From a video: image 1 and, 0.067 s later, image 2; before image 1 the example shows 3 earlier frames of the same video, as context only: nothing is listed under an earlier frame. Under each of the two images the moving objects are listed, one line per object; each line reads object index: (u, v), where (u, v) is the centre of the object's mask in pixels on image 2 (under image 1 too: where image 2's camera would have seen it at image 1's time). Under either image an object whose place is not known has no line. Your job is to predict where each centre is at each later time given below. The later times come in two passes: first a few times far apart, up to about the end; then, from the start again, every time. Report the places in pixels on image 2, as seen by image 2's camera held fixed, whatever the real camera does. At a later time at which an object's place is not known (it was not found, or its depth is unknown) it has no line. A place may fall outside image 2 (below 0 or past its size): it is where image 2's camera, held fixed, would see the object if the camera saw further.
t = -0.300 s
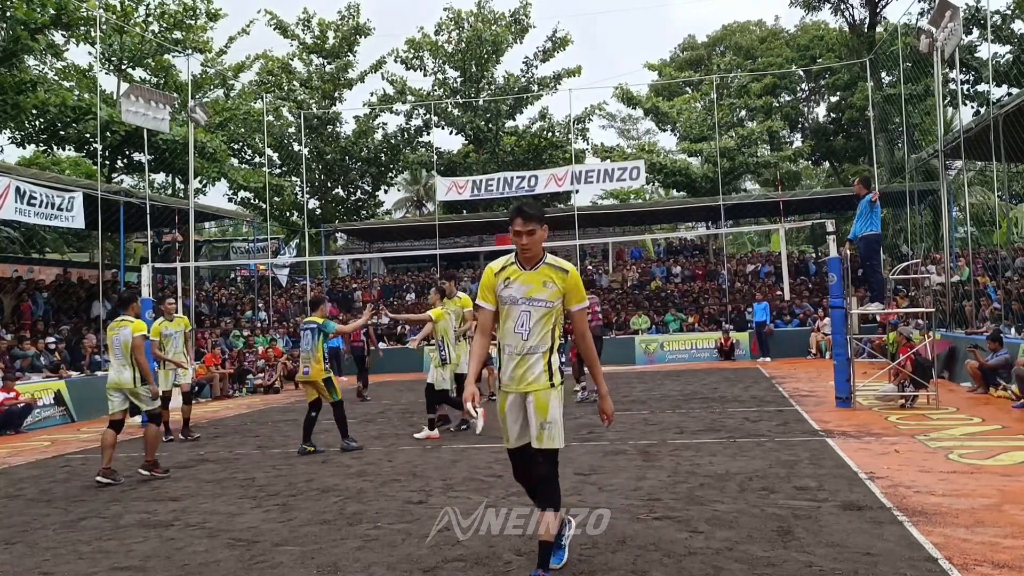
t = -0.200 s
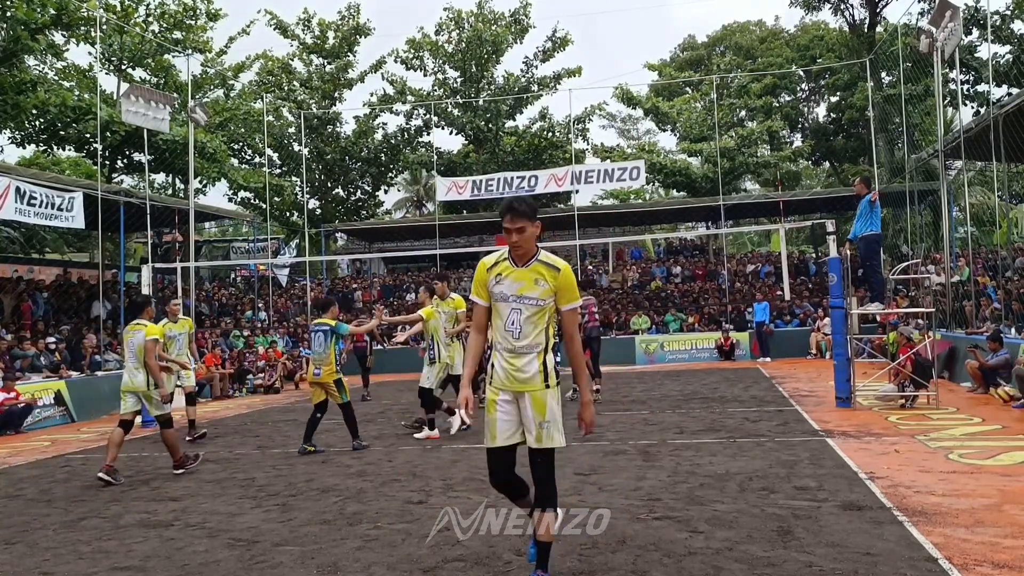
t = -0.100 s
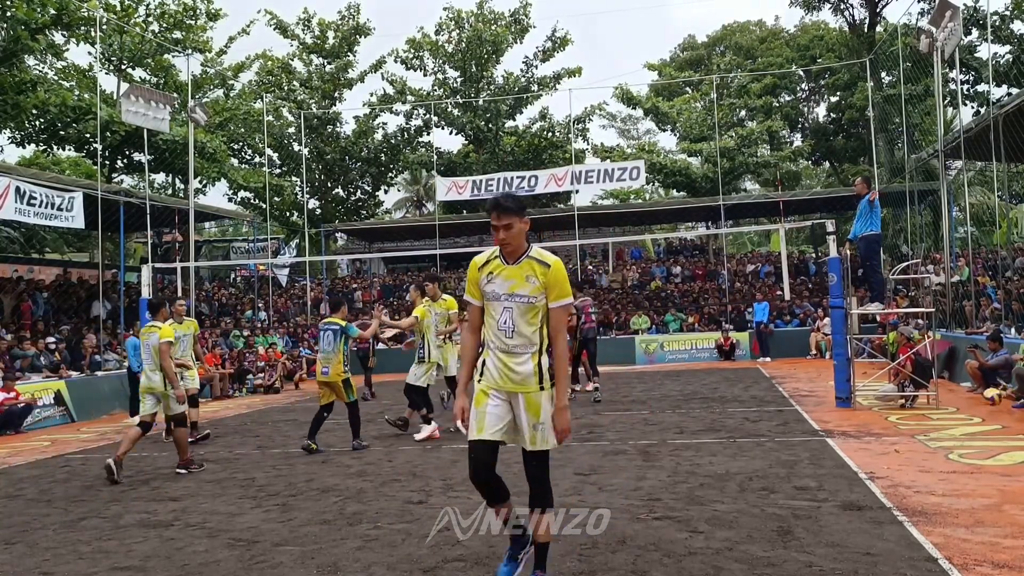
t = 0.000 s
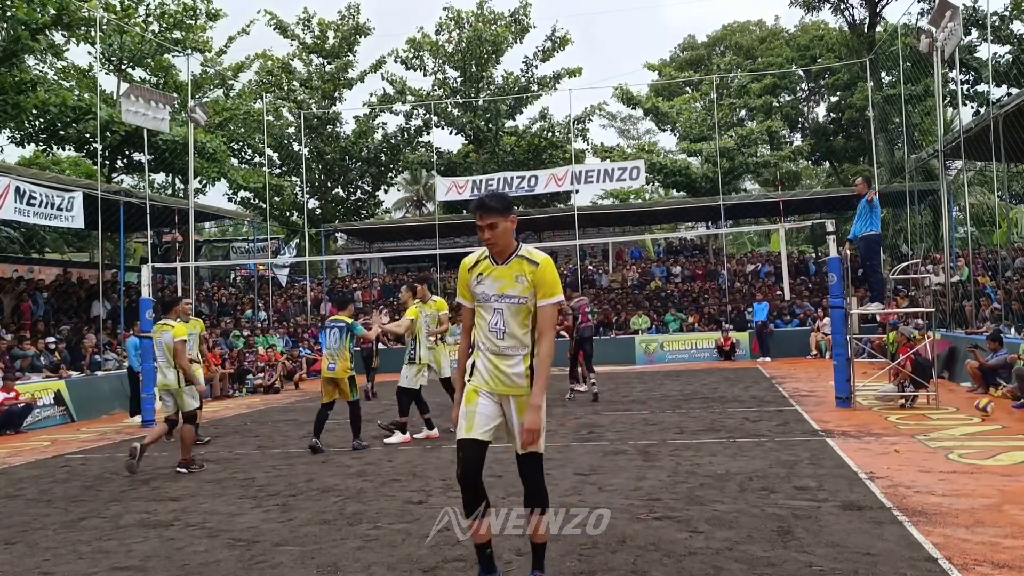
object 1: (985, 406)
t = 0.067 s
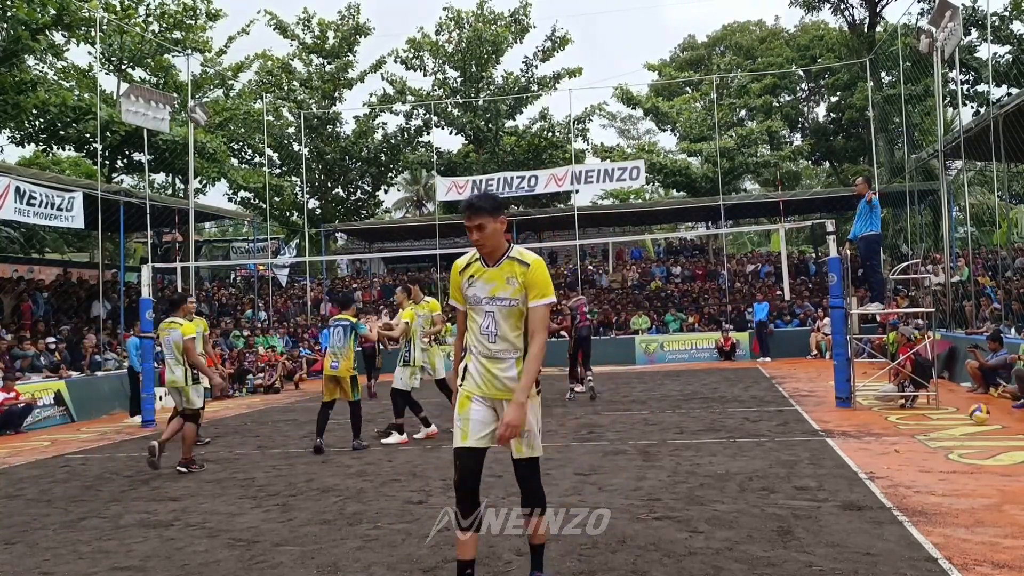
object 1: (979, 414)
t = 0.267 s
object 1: (958, 431)
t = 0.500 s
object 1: (929, 450)
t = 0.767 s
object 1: (891, 472)
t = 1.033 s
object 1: (843, 496)
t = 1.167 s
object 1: (812, 520)
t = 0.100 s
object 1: (975, 412)
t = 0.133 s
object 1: (972, 414)
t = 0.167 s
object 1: (968, 417)
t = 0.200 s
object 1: (966, 421)
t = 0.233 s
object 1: (962, 426)
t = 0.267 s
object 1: (958, 431)
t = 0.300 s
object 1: (953, 430)
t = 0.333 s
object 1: (950, 430)
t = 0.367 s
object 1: (946, 431)
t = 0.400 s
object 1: (942, 436)
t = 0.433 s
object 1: (936, 439)
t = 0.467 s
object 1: (934, 445)
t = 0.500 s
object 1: (929, 450)
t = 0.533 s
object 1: (925, 449)
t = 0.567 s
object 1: (920, 448)
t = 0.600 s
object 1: (916, 449)
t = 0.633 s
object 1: (910, 451)
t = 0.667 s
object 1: (906, 455)
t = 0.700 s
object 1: (901, 460)
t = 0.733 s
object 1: (897, 468)
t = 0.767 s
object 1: (891, 472)
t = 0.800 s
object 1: (885, 472)
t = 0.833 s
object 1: (880, 473)
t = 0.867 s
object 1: (874, 476)
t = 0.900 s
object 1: (868, 479)
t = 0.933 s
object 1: (862, 486)
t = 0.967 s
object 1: (858, 495)
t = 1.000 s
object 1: (850, 496)
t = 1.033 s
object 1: (843, 496)
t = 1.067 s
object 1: (835, 499)
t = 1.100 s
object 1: (828, 504)
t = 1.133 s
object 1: (820, 510)
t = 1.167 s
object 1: (812, 520)
